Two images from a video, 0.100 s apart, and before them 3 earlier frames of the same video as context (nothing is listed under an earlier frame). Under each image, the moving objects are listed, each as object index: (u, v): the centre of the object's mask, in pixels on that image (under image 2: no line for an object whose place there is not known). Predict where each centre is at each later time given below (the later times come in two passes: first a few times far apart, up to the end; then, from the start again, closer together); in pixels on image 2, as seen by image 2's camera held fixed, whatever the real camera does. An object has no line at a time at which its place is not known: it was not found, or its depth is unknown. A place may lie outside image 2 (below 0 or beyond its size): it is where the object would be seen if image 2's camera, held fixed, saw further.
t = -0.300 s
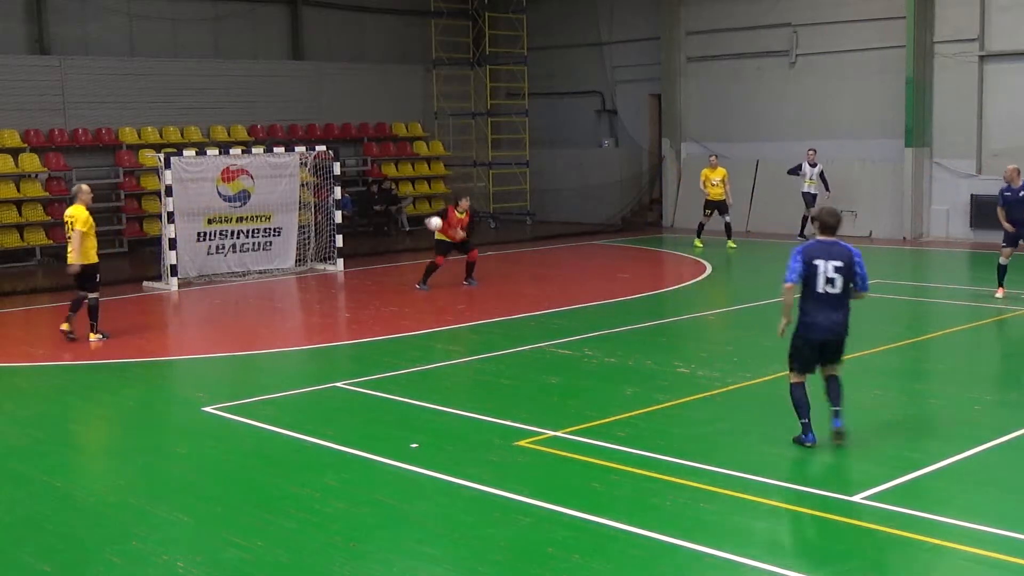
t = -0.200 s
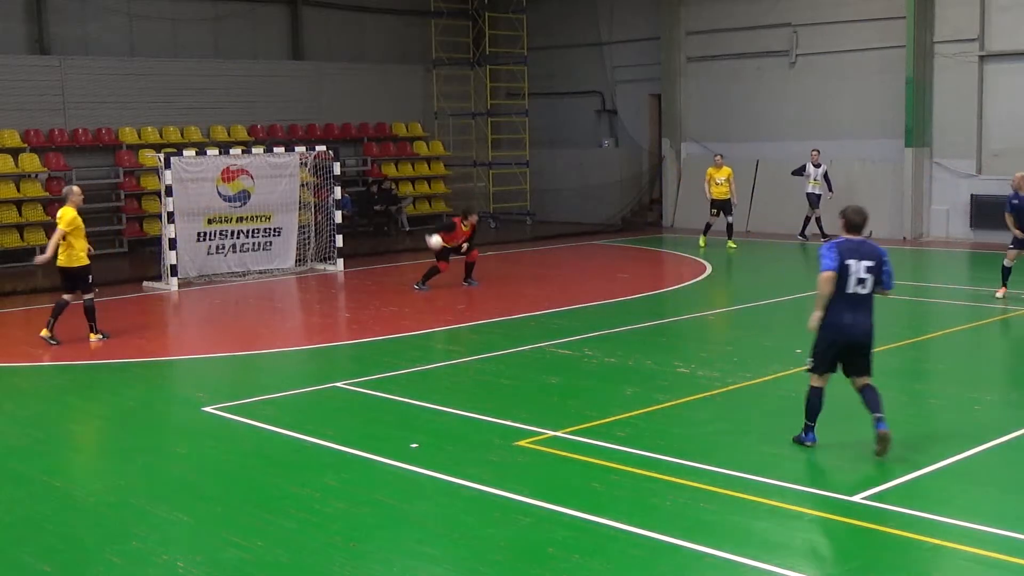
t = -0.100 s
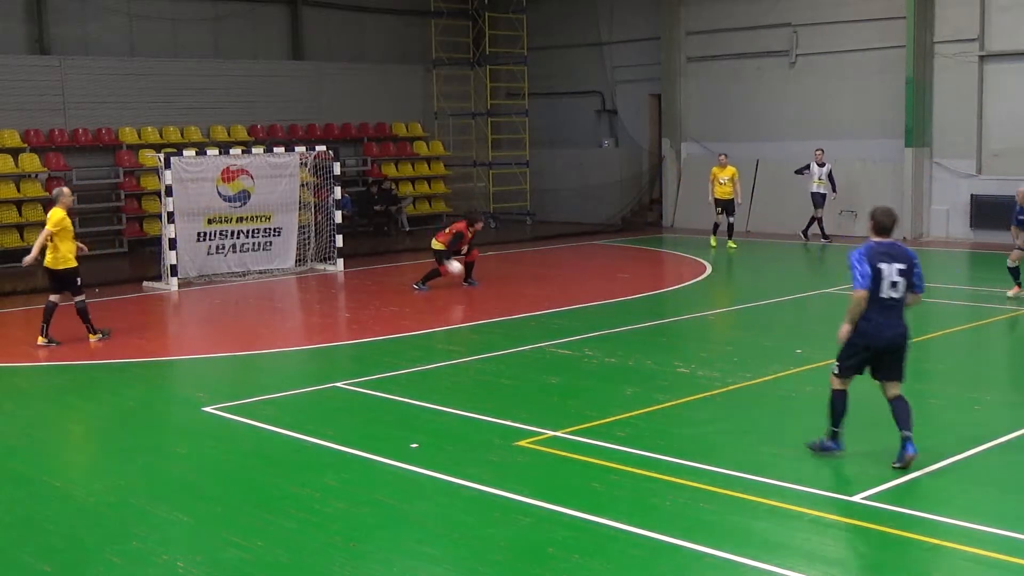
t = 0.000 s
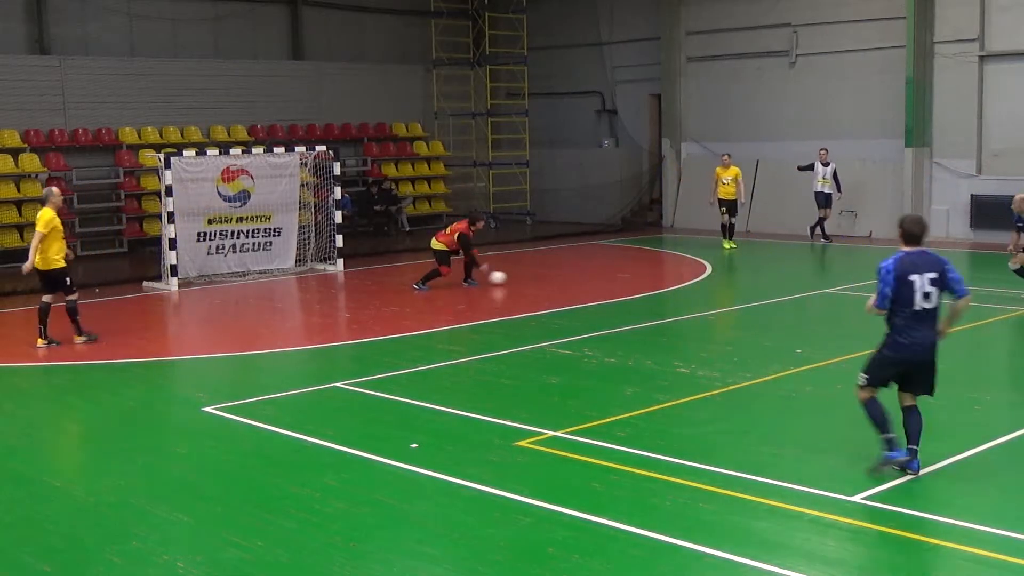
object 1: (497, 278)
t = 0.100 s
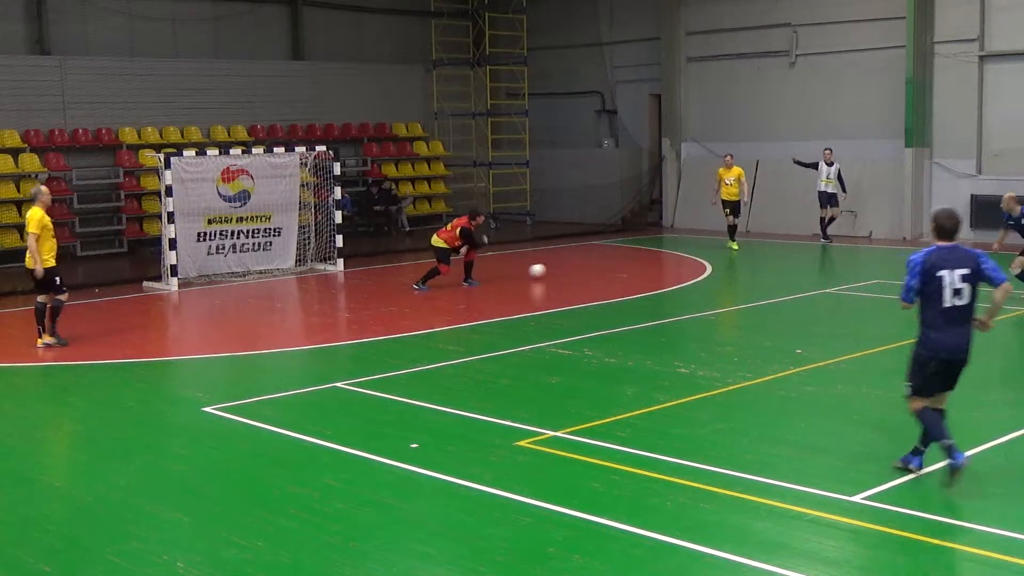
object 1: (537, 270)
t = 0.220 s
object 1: (581, 267)
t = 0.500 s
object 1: (662, 256)
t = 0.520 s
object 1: (666, 255)
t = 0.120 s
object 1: (545, 269)
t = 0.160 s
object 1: (559, 268)
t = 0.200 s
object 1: (574, 268)
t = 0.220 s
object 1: (581, 267)
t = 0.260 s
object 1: (593, 264)
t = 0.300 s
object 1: (606, 263)
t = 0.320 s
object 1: (612, 262)
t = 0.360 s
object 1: (624, 261)
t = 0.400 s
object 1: (635, 258)
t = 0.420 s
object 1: (640, 258)
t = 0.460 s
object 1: (652, 257)
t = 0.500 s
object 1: (662, 256)
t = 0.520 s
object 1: (666, 255)
